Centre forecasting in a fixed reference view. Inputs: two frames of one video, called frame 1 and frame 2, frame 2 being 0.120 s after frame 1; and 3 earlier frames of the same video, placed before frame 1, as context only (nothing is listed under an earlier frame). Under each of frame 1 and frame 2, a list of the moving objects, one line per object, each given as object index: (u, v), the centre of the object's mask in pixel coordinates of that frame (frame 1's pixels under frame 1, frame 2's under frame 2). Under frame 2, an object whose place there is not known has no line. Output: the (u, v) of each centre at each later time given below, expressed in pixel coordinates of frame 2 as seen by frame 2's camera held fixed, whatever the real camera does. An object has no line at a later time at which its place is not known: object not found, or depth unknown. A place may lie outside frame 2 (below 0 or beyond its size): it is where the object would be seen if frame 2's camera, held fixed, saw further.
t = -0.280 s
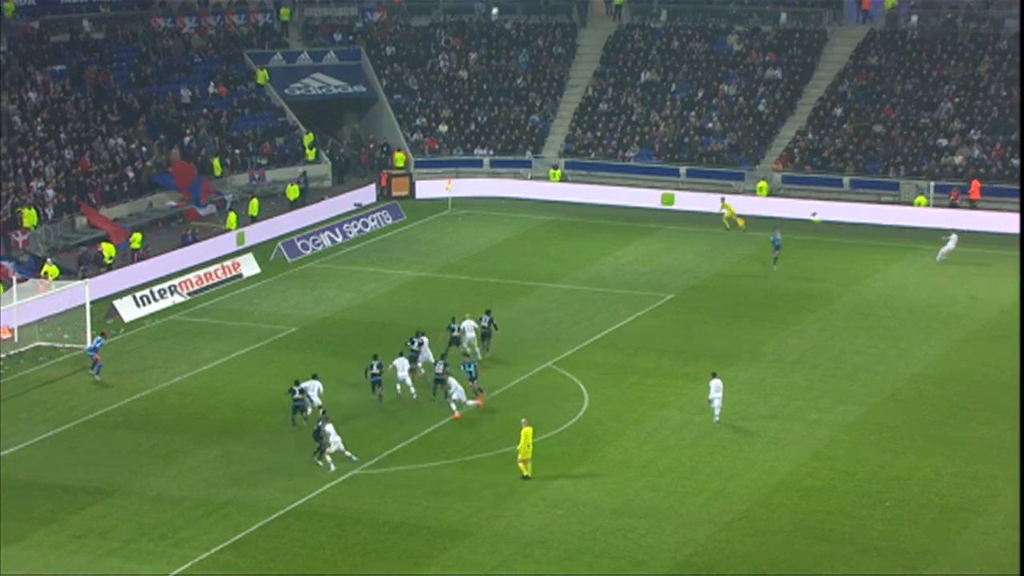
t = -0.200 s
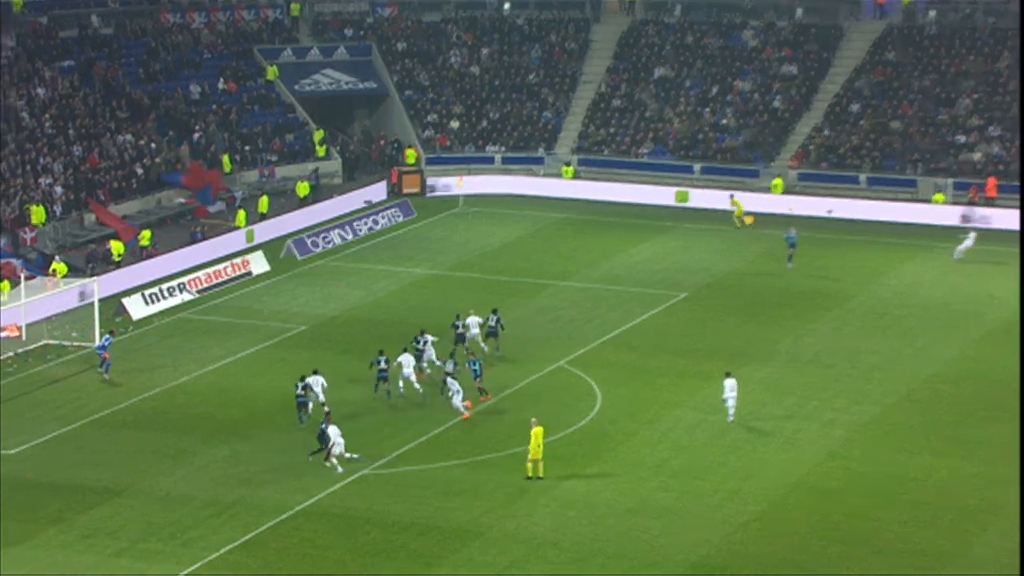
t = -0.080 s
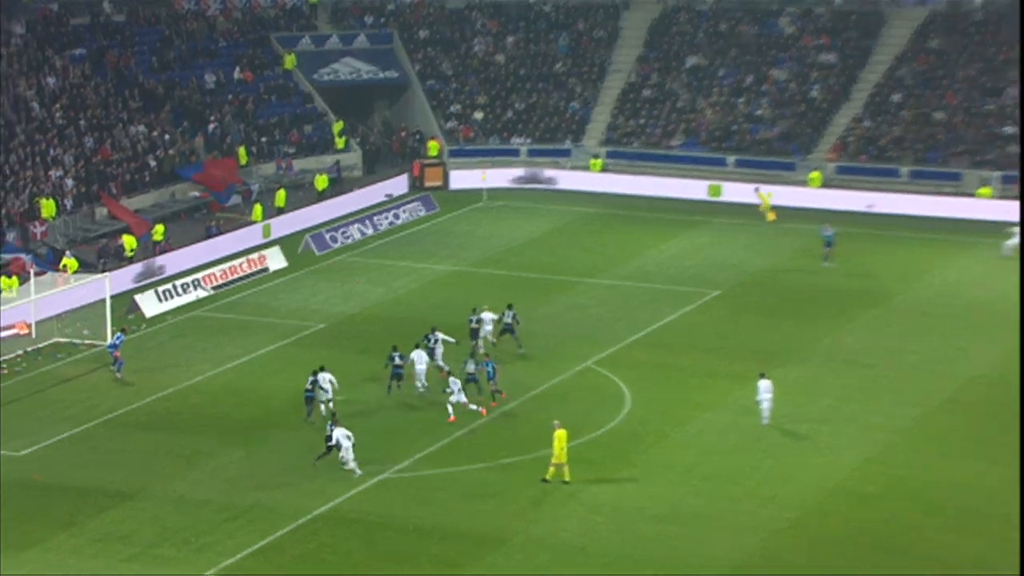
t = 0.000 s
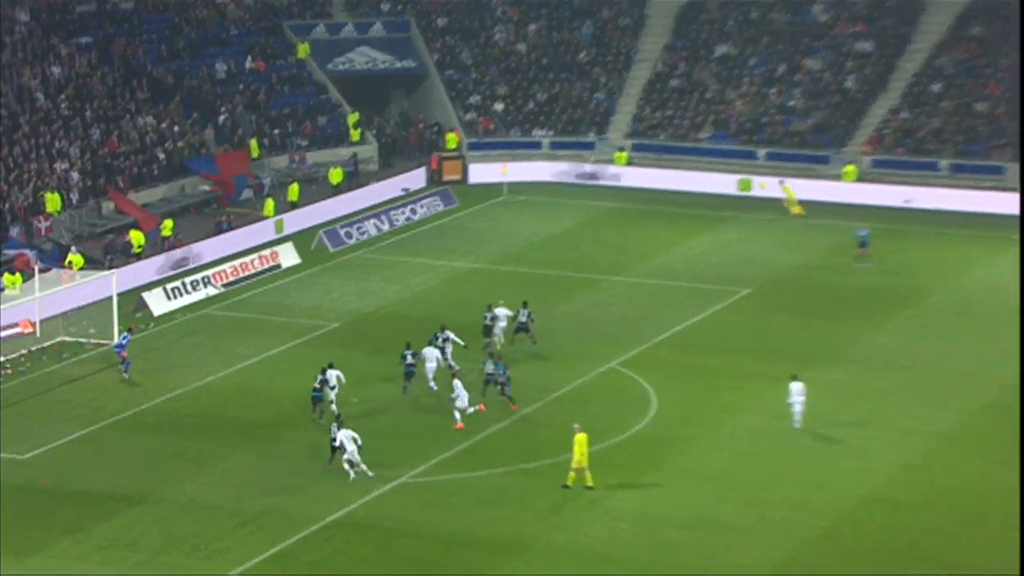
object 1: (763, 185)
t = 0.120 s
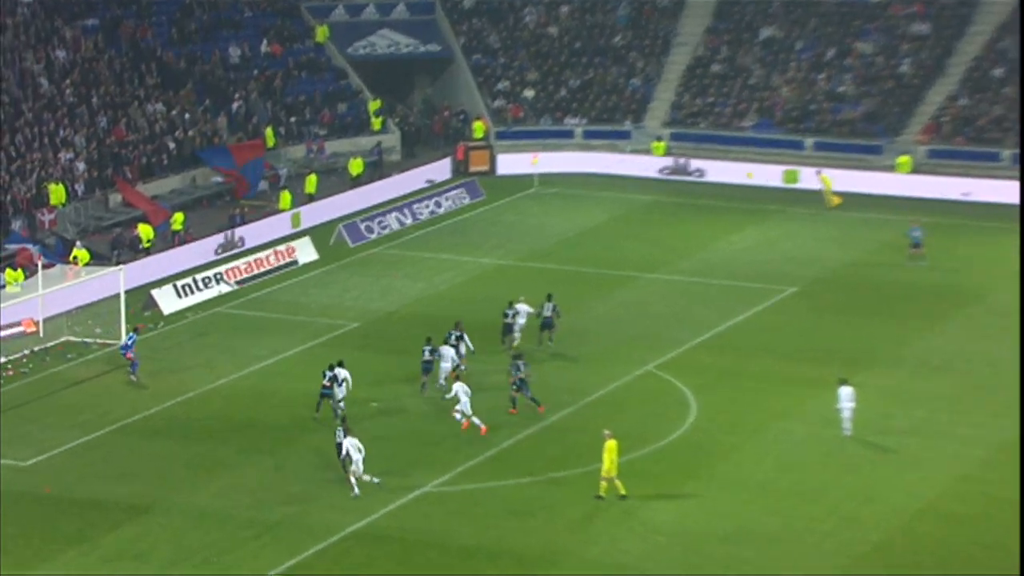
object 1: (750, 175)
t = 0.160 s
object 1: (733, 174)
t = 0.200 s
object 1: (715, 172)
